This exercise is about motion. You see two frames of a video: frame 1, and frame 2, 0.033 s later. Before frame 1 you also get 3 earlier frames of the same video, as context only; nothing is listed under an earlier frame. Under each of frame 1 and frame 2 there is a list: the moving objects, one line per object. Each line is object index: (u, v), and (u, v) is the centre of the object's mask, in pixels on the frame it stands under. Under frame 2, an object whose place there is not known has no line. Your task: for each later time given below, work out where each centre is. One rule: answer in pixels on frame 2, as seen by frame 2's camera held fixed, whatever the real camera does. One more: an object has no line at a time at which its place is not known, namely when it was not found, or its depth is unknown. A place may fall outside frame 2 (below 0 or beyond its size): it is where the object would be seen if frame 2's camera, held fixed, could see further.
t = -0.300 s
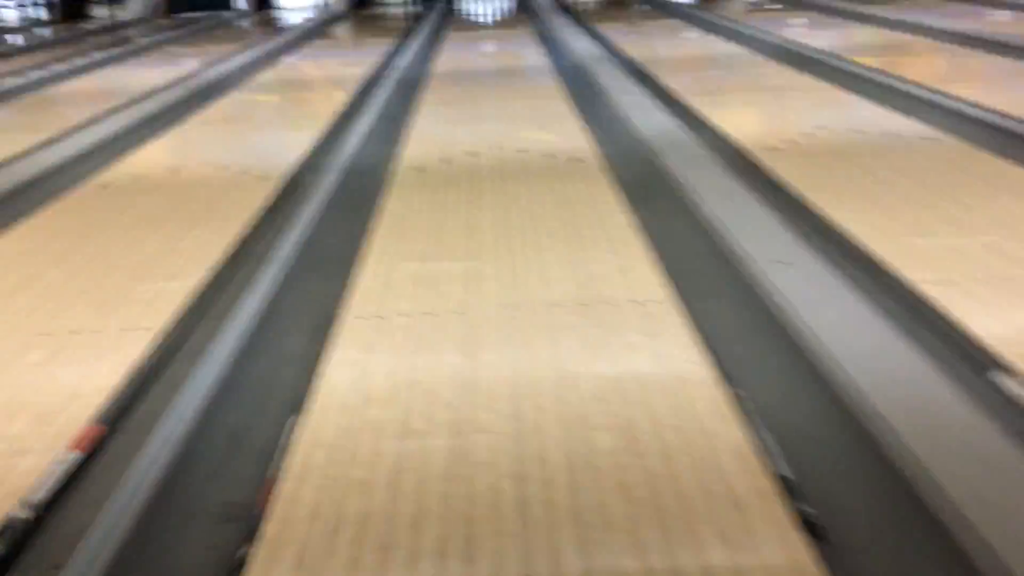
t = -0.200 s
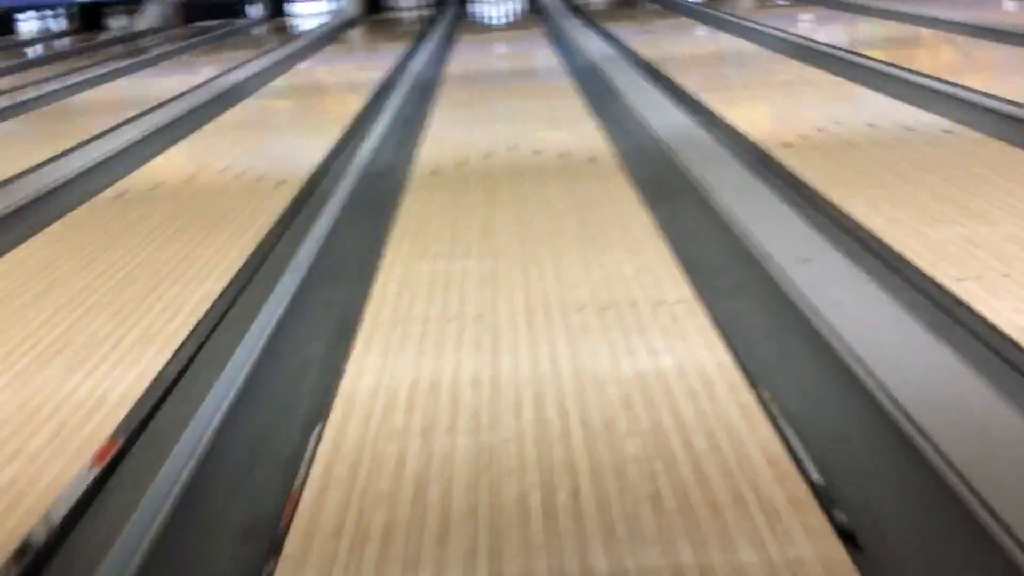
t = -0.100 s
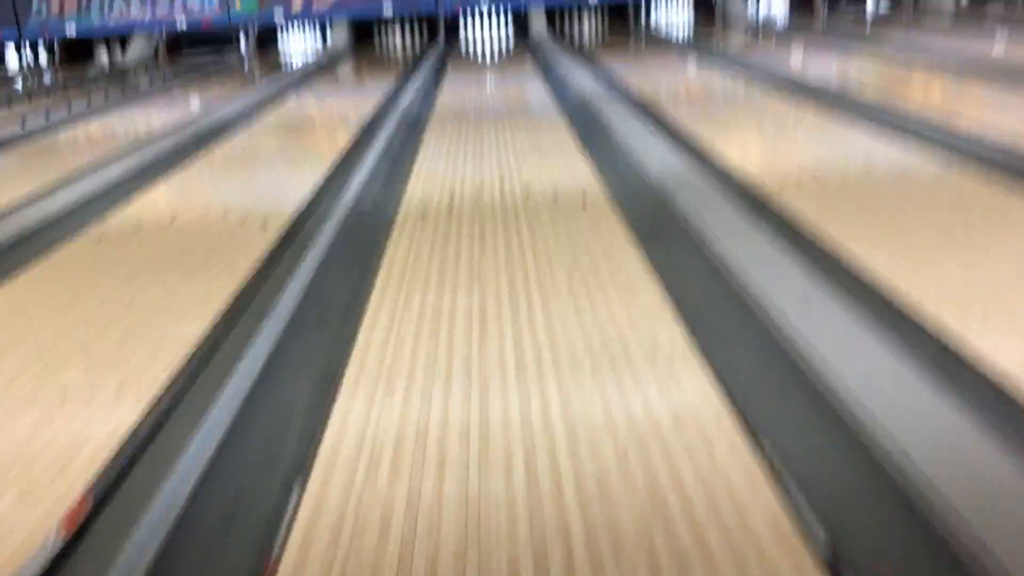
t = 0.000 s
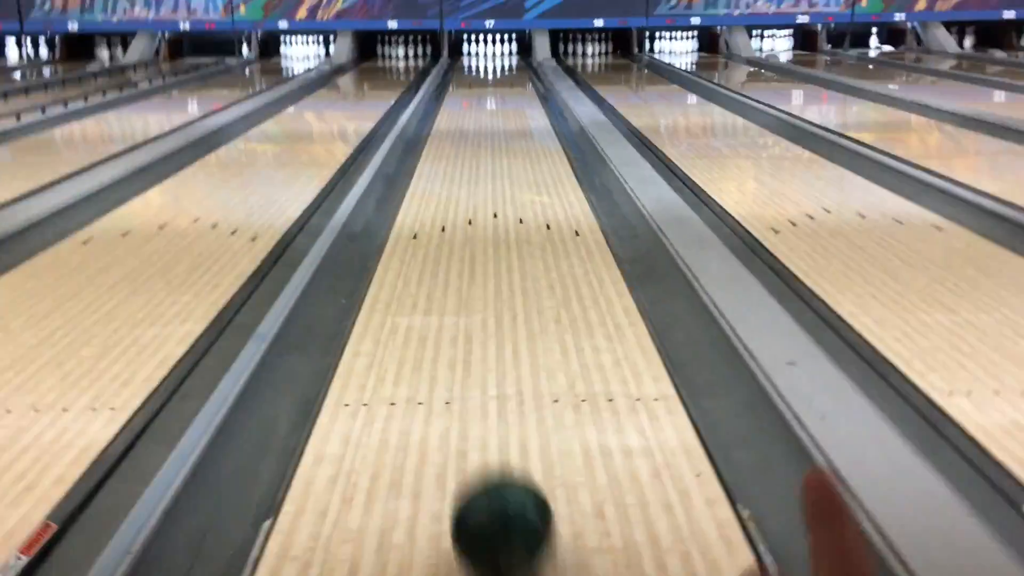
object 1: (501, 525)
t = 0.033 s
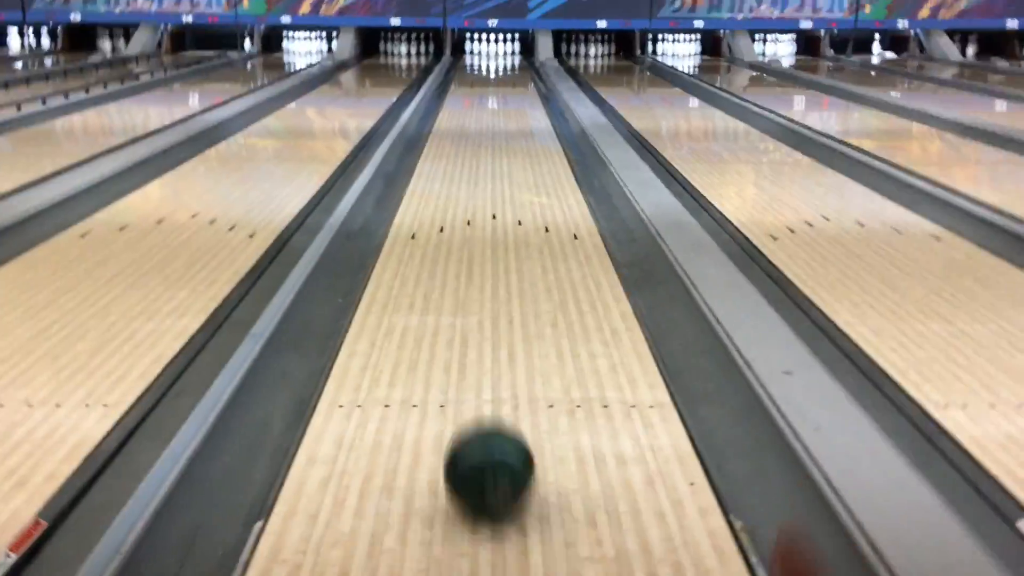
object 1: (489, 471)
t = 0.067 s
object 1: (486, 421)
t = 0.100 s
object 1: (482, 380)
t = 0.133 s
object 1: (481, 347)
